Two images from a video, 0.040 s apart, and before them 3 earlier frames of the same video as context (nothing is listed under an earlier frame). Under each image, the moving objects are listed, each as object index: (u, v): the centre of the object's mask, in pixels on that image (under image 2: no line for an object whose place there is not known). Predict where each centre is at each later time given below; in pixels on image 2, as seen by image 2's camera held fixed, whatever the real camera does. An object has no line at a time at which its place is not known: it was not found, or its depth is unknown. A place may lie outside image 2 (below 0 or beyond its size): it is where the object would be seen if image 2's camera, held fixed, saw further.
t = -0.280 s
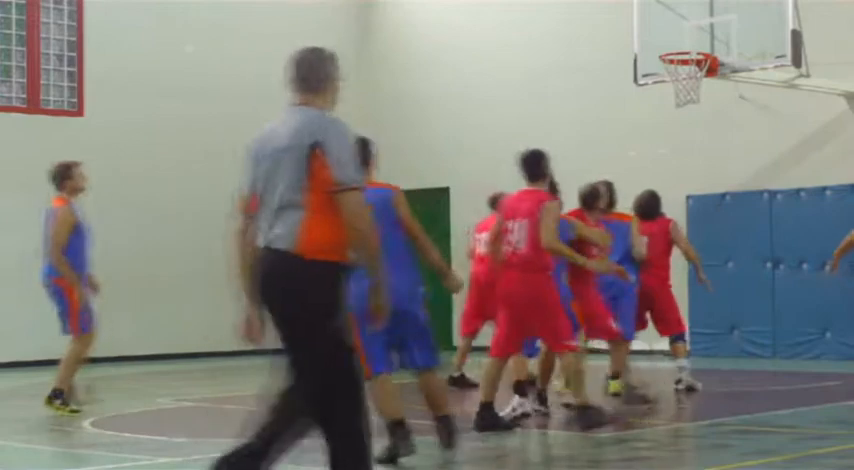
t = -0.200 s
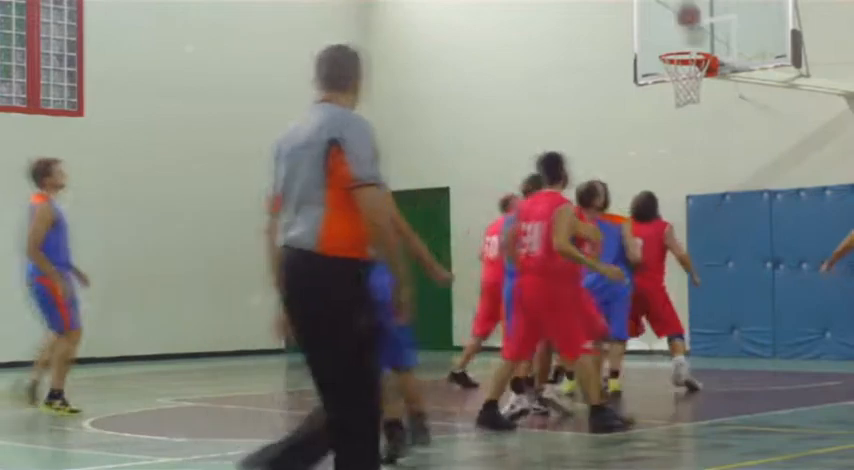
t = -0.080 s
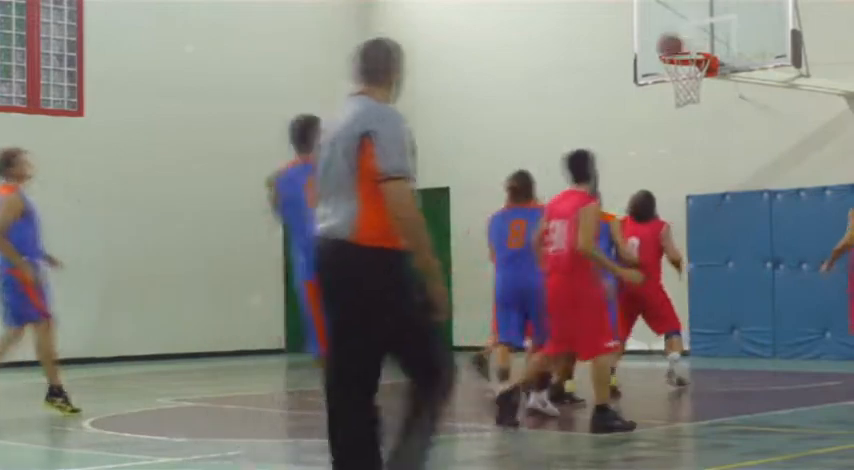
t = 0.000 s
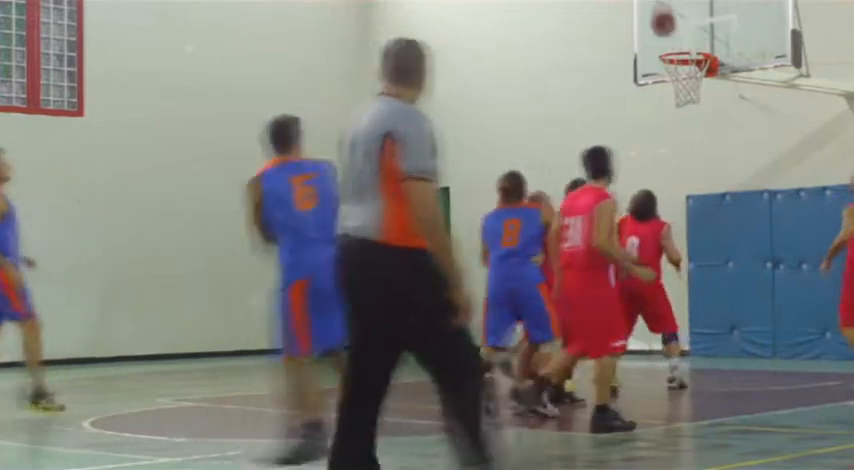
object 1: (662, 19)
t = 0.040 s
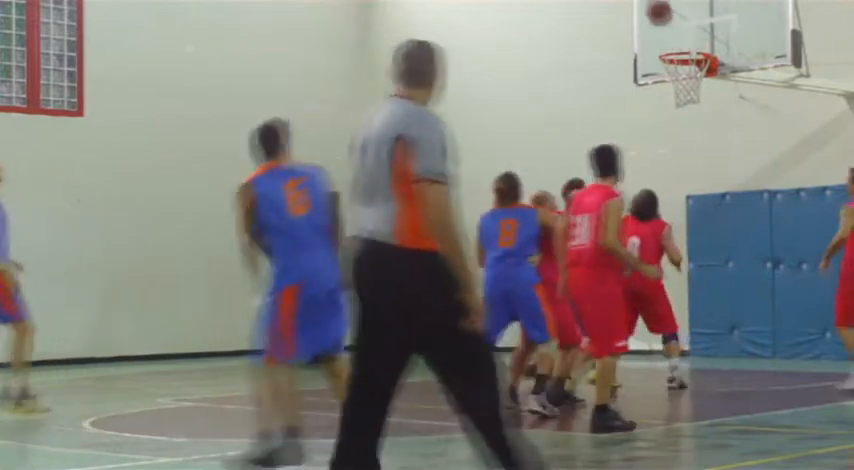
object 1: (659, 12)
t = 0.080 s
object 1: (656, 7)
